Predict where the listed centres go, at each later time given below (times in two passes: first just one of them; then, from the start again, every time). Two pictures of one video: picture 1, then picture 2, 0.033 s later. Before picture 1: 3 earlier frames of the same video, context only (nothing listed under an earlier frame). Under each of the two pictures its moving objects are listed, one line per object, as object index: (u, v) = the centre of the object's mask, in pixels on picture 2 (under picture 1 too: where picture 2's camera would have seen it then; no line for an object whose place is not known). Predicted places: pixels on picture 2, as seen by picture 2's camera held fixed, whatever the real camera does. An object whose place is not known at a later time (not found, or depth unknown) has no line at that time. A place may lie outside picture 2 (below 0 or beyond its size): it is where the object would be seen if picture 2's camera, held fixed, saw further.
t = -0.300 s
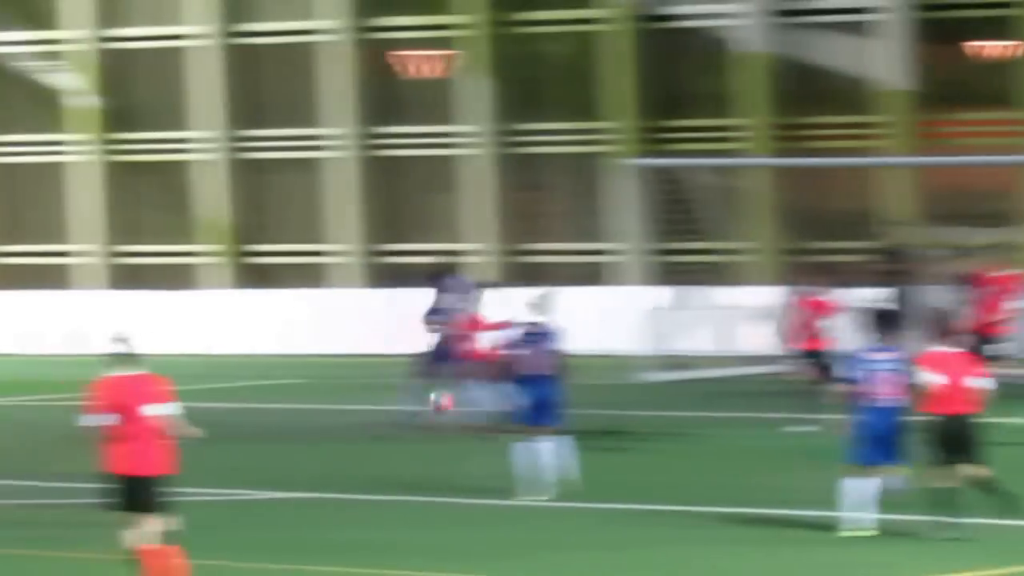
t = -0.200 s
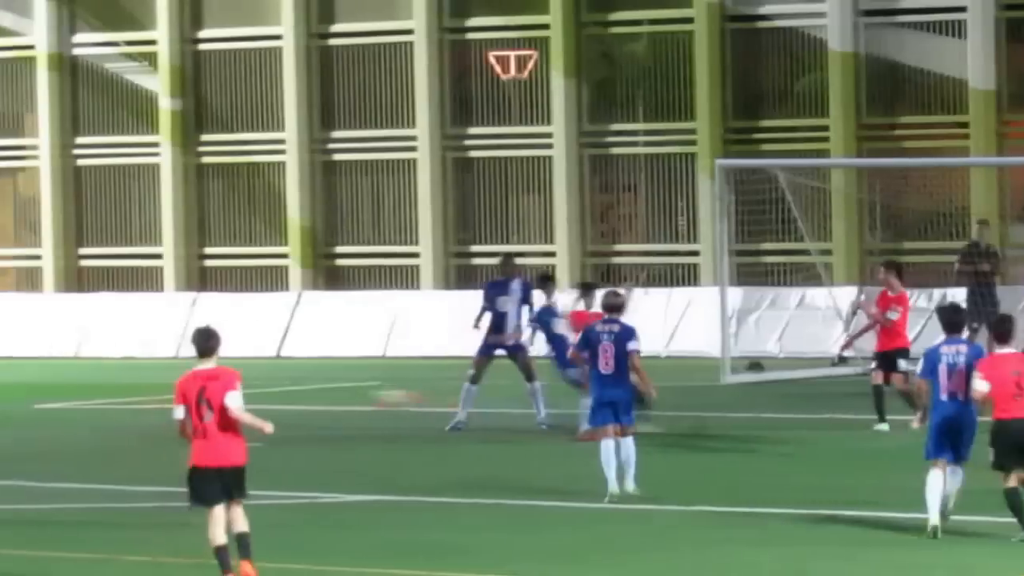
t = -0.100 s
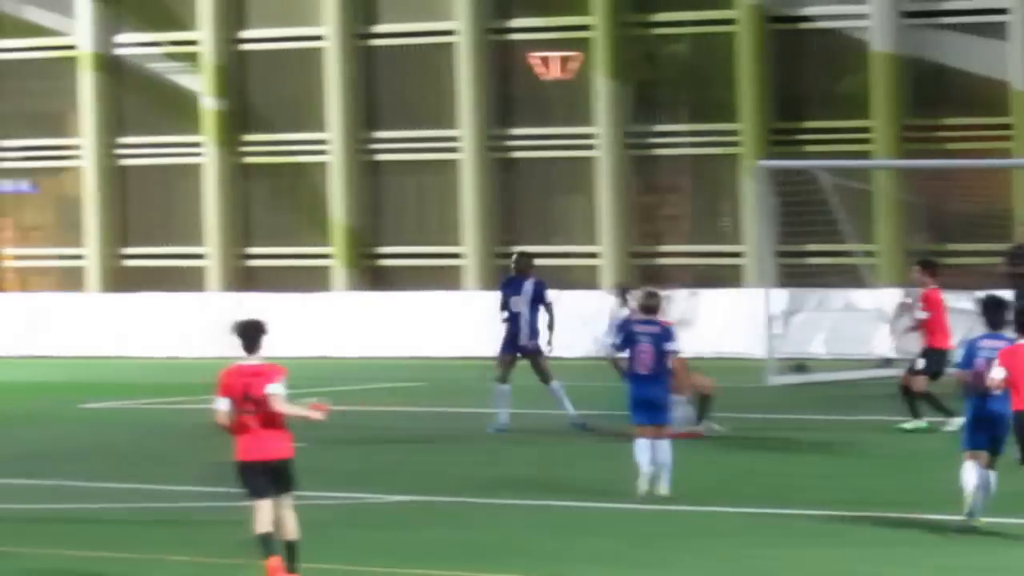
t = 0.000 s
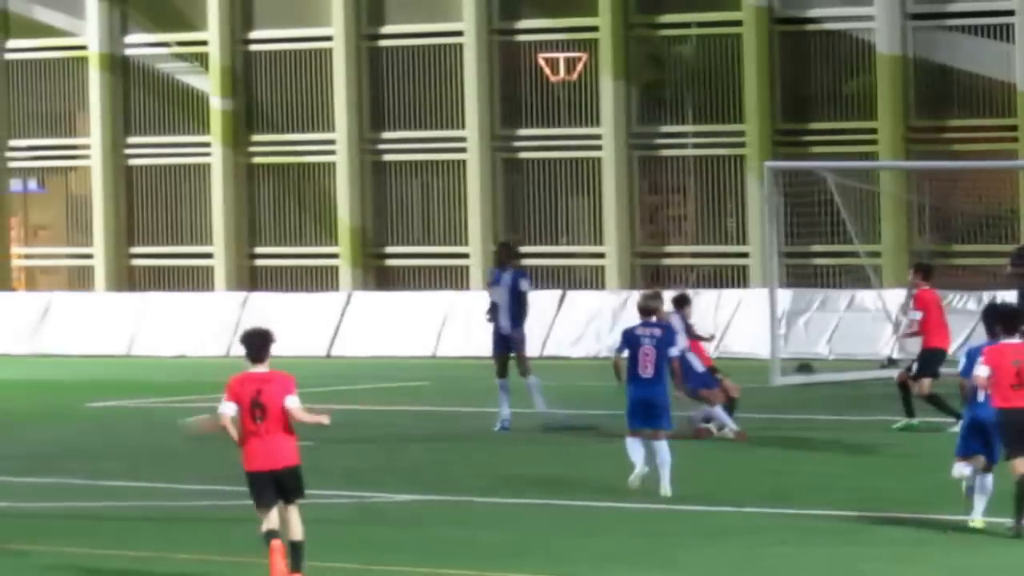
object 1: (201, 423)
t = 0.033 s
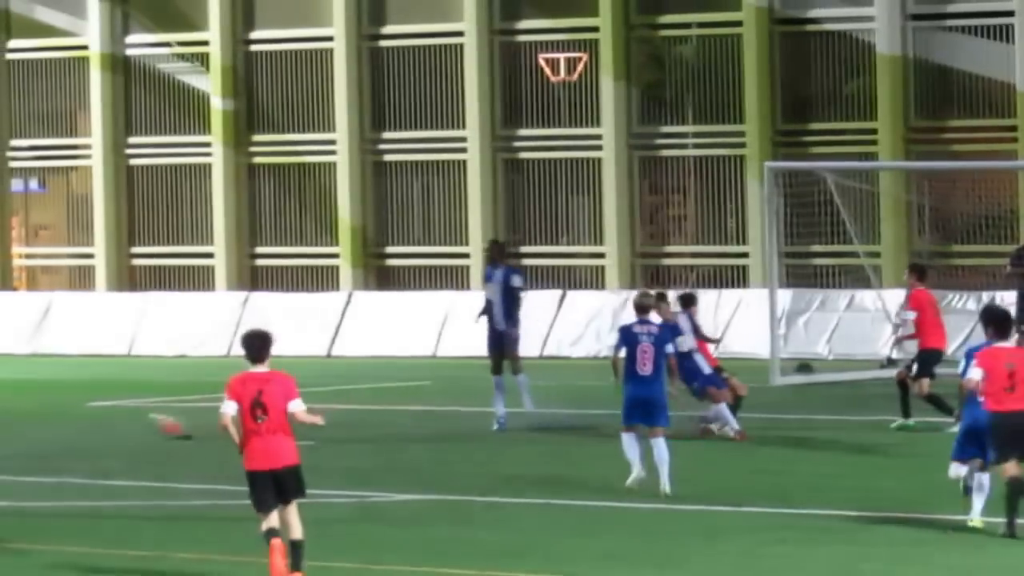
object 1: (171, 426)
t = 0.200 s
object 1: (25, 402)
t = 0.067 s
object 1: (138, 416)
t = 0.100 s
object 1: (107, 412)
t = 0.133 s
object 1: (82, 405)
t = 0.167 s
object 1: (54, 404)
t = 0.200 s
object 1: (25, 402)
